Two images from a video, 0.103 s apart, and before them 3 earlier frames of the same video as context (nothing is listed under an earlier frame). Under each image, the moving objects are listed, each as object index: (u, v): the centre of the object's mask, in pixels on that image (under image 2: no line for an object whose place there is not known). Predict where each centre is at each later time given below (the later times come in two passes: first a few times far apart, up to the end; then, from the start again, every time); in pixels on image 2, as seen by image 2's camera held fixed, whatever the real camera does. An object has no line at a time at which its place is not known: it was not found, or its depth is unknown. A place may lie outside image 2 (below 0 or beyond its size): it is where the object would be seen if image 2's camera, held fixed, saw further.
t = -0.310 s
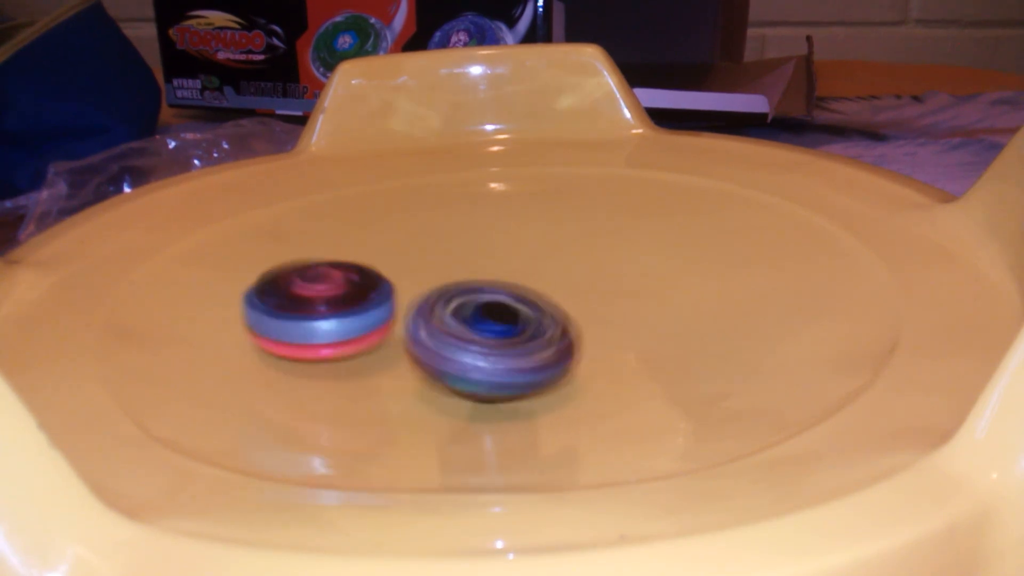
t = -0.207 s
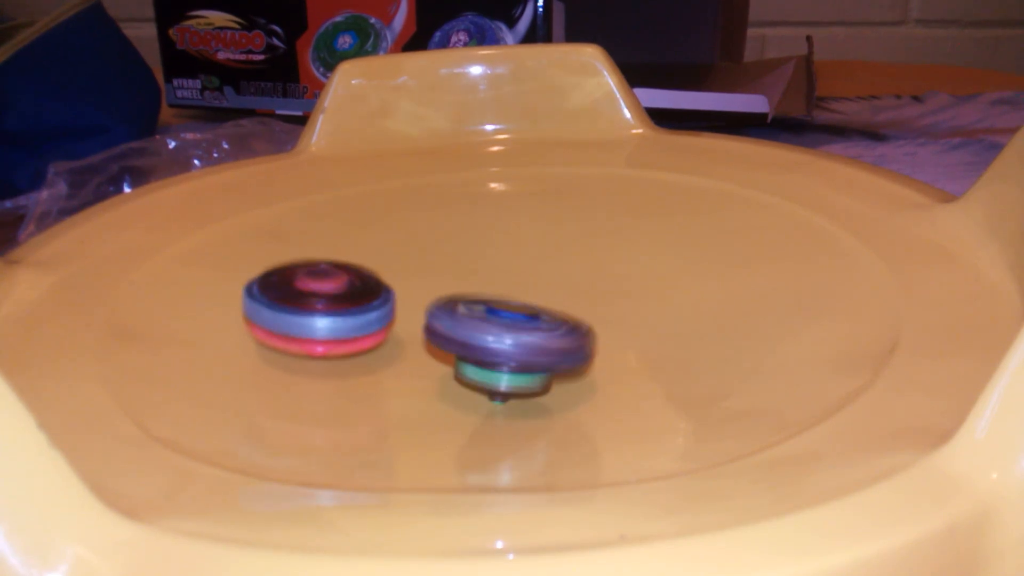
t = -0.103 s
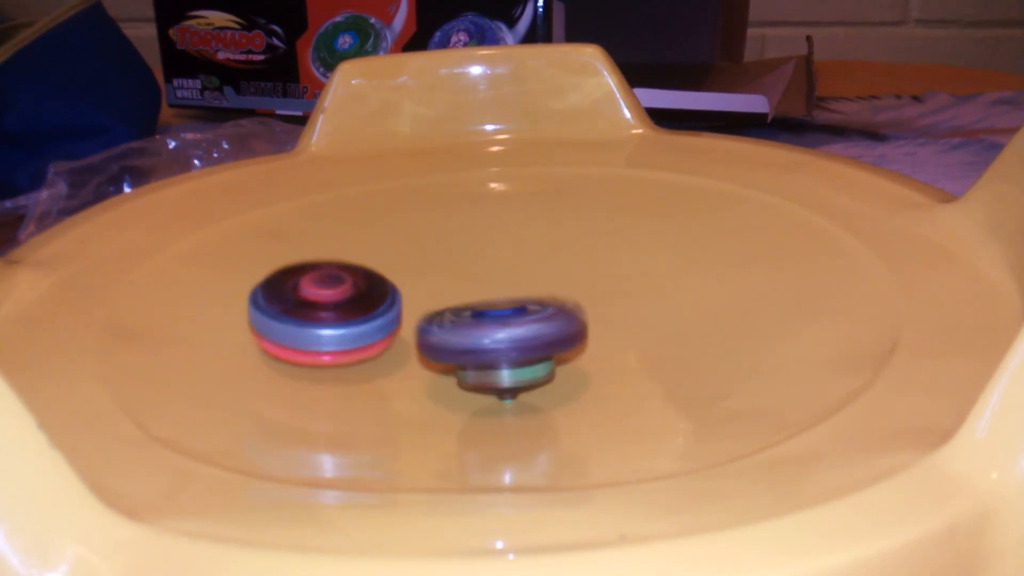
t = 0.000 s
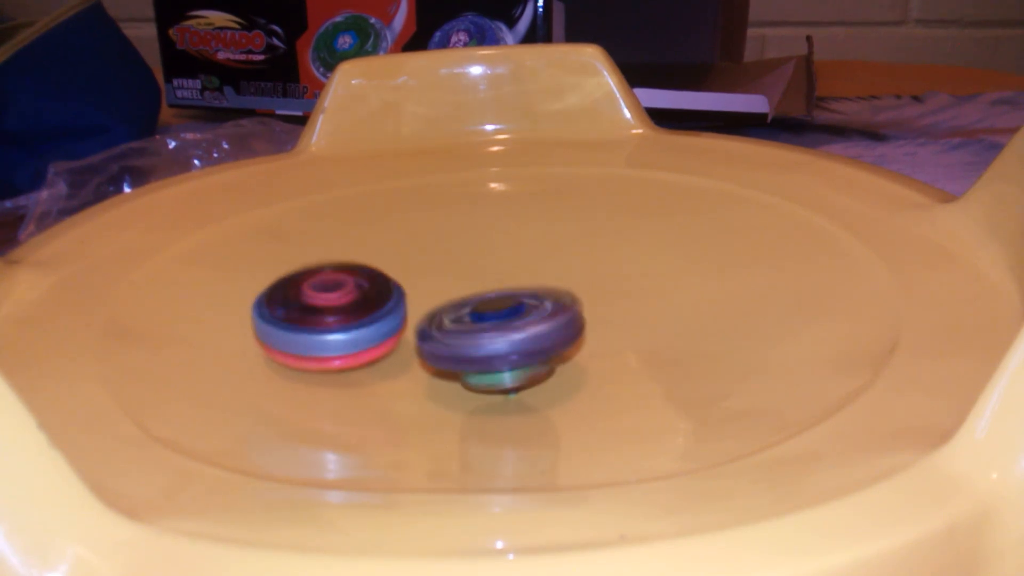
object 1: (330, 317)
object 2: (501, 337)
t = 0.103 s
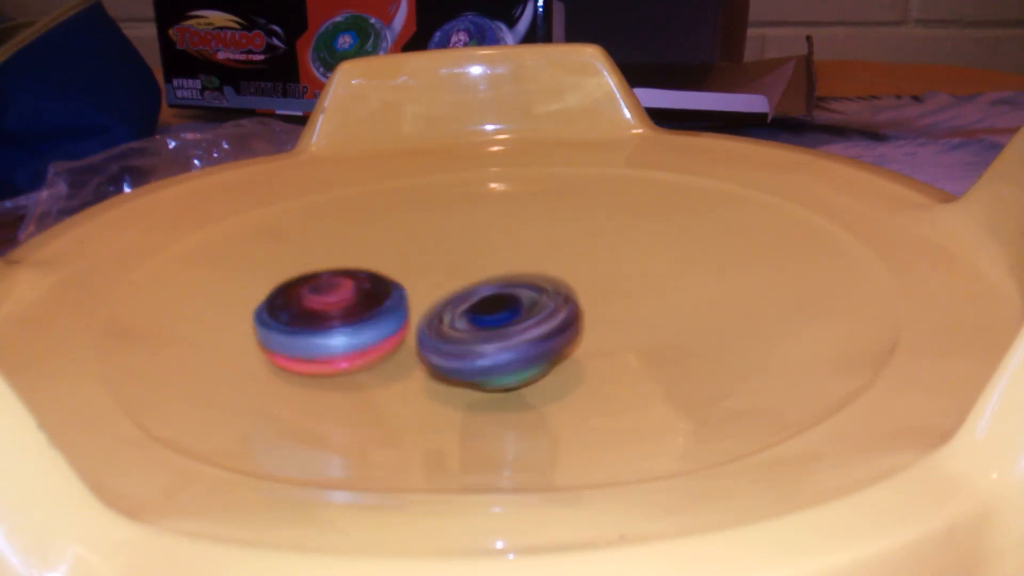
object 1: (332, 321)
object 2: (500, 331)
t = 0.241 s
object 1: (313, 322)
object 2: (506, 324)
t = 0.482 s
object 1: (295, 324)
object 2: (498, 317)
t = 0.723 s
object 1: (315, 329)
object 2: (479, 315)
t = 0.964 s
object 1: (313, 335)
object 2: (489, 316)
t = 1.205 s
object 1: (328, 339)
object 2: (489, 313)
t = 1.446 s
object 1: (329, 342)
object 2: (502, 303)
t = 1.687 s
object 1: (351, 349)
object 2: (488, 298)
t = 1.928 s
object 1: (353, 358)
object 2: (487, 288)
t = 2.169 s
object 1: (390, 357)
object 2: (477, 288)
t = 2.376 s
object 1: (427, 359)
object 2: (480, 282)
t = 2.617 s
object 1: (470, 364)
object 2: (476, 280)
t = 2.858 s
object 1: (487, 362)
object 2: (469, 283)
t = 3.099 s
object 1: (511, 356)
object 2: (461, 280)
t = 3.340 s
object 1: (559, 356)
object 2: (449, 281)
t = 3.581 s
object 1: (569, 348)
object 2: (466, 290)
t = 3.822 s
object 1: (578, 341)
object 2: (420, 280)
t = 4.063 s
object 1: (571, 332)
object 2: (440, 299)
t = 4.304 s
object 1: (564, 321)
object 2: (444, 294)
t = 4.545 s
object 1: (560, 315)
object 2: (425, 279)
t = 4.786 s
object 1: (565, 321)
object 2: (401, 280)
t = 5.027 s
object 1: (550, 312)
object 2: (410, 286)
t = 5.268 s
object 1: (563, 317)
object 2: (388, 310)
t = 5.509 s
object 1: (542, 321)
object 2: (398, 299)
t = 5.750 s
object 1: (526, 323)
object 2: (403, 283)
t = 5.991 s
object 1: (482, 333)
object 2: (392, 278)
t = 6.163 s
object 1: (478, 340)
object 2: (387, 276)
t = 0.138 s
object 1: (330, 320)
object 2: (503, 329)
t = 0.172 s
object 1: (333, 321)
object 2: (502, 328)
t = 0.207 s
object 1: (323, 322)
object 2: (501, 325)
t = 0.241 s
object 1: (313, 322)
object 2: (506, 324)
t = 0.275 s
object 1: (311, 322)
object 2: (504, 323)
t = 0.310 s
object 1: (313, 321)
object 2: (500, 321)
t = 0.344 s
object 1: (316, 323)
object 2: (495, 320)
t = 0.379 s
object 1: (318, 324)
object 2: (491, 319)
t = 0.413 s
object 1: (319, 325)
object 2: (486, 319)
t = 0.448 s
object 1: (305, 325)
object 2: (492, 318)
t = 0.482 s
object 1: (295, 324)
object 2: (498, 317)
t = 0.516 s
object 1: (295, 323)
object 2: (499, 316)
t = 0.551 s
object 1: (298, 324)
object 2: (497, 316)
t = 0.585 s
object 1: (302, 325)
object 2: (494, 315)
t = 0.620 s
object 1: (306, 325)
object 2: (491, 315)
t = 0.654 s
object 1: (309, 327)
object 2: (488, 316)
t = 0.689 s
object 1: (311, 329)
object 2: (483, 315)
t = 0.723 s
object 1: (315, 329)
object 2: (479, 315)
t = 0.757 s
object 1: (311, 330)
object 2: (483, 315)
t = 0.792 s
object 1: (307, 330)
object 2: (488, 315)
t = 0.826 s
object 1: (311, 329)
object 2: (487, 315)
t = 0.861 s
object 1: (316, 330)
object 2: (485, 314)
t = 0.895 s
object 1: (319, 332)
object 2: (483, 315)
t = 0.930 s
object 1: (321, 334)
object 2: (483, 316)
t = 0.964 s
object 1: (313, 335)
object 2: (489, 316)
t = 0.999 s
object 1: (312, 334)
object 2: (491, 315)
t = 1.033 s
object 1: (315, 335)
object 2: (491, 315)
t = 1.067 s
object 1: (318, 336)
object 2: (491, 314)
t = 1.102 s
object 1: (321, 337)
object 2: (492, 315)
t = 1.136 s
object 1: (322, 338)
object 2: (492, 314)
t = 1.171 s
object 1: (324, 338)
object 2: (491, 313)
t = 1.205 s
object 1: (328, 339)
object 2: (489, 313)
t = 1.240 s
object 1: (330, 341)
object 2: (488, 312)
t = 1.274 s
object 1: (326, 341)
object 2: (490, 311)
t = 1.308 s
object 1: (327, 341)
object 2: (489, 310)
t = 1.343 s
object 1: (333, 340)
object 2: (487, 309)
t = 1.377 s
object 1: (324, 343)
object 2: (501, 305)
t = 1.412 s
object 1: (325, 343)
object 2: (503, 303)
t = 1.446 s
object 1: (329, 342)
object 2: (502, 303)
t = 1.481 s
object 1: (335, 342)
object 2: (501, 302)
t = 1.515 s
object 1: (341, 343)
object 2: (499, 301)
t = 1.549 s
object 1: (344, 344)
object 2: (498, 301)
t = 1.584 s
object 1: (349, 345)
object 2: (494, 300)
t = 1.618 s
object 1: (353, 346)
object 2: (490, 300)
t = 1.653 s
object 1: (352, 348)
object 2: (489, 299)
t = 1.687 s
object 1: (351, 349)
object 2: (488, 298)
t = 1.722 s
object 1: (352, 349)
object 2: (485, 297)
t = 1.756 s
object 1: (359, 349)
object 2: (483, 296)
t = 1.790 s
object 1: (365, 350)
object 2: (482, 295)
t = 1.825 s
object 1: (357, 354)
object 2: (485, 294)
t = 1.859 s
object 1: (352, 357)
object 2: (488, 291)
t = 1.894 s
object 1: (351, 359)
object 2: (488, 290)
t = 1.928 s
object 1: (353, 358)
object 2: (487, 288)
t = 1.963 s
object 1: (359, 358)
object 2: (486, 288)
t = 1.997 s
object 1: (362, 358)
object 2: (485, 288)
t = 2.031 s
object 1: (367, 357)
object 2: (483, 288)
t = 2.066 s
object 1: (373, 357)
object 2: (481, 287)
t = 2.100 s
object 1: (380, 356)
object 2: (479, 287)
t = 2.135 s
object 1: (385, 356)
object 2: (478, 287)
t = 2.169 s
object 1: (390, 357)
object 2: (477, 288)
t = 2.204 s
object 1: (397, 356)
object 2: (478, 288)
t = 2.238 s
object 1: (403, 358)
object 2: (480, 287)
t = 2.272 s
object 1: (405, 359)
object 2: (479, 287)
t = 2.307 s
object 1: (412, 359)
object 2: (479, 286)
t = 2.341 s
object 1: (420, 359)
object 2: (478, 283)
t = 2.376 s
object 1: (427, 359)
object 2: (480, 282)
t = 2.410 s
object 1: (434, 359)
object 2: (482, 282)
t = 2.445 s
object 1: (440, 361)
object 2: (483, 281)
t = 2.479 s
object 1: (447, 360)
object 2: (482, 281)
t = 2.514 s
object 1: (459, 360)
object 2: (482, 280)
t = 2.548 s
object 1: (463, 361)
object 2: (480, 281)
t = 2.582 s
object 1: (469, 361)
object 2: (478, 281)
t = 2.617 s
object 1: (470, 364)
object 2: (476, 280)
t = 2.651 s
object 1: (470, 365)
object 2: (472, 281)
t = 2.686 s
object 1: (474, 364)
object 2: (469, 281)
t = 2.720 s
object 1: (477, 364)
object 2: (467, 280)
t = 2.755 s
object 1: (479, 364)
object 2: (467, 282)
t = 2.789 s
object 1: (481, 363)
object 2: (468, 282)
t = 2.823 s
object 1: (484, 362)
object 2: (468, 281)
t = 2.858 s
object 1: (487, 362)
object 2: (469, 283)
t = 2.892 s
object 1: (488, 361)
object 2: (470, 284)
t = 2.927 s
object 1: (492, 360)
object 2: (469, 283)
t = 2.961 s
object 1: (496, 359)
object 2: (469, 284)
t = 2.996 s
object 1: (500, 360)
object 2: (471, 284)
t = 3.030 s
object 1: (503, 359)
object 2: (468, 282)
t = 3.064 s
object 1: (507, 357)
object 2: (465, 281)
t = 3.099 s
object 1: (511, 356)
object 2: (461, 280)
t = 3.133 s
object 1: (515, 355)
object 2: (457, 281)
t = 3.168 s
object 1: (520, 354)
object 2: (456, 281)
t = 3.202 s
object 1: (523, 352)
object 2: (454, 281)
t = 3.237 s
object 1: (526, 351)
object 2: (453, 281)
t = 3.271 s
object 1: (540, 354)
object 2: (447, 282)
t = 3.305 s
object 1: (554, 356)
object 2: (450, 281)
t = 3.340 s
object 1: (559, 356)
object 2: (449, 281)
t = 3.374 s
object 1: (562, 356)
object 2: (448, 283)
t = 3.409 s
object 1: (565, 354)
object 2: (448, 284)
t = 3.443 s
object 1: (567, 352)
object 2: (451, 286)
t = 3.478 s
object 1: (567, 351)
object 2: (455, 288)
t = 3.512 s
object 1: (568, 350)
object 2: (460, 289)
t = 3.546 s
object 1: (570, 349)
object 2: (464, 291)
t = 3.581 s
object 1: (569, 348)
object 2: (466, 290)
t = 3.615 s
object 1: (568, 347)
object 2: (466, 290)
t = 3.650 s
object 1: (568, 346)
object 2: (465, 291)
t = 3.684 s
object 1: (560, 339)
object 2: (455, 288)
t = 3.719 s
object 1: (558, 336)
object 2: (448, 288)
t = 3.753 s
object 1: (565, 336)
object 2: (437, 287)
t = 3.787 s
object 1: (573, 337)
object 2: (431, 281)
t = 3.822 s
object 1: (578, 341)
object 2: (420, 280)
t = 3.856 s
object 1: (577, 338)
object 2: (416, 280)
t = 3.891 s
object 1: (574, 338)
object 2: (414, 282)
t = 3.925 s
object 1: (575, 336)
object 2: (416, 285)
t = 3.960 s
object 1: (574, 335)
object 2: (422, 289)
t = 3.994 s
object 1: (575, 334)
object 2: (428, 295)
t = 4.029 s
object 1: (576, 333)
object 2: (434, 297)
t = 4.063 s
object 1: (571, 332)
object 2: (440, 299)
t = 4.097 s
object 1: (571, 333)
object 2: (444, 300)
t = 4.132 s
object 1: (575, 331)
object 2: (447, 299)
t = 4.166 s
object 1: (569, 330)
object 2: (448, 297)
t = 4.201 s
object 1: (567, 328)
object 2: (449, 297)
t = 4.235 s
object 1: (564, 325)
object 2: (450, 298)
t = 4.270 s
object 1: (562, 323)
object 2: (448, 298)
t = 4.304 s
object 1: (564, 321)
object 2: (444, 294)
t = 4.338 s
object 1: (567, 321)
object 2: (438, 289)
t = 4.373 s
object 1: (569, 322)
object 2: (433, 284)
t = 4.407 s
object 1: (565, 319)
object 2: (429, 282)
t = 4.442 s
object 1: (563, 319)
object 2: (428, 280)
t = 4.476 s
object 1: (562, 317)
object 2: (426, 278)
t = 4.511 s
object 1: (559, 316)
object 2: (426, 278)
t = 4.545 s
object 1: (560, 315)
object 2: (425, 279)
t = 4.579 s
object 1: (557, 314)
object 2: (425, 281)
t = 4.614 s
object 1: (553, 314)
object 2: (425, 281)
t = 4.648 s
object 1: (553, 317)
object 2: (419, 280)
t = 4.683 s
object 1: (564, 317)
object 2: (410, 280)
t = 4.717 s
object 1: (570, 319)
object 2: (404, 278)
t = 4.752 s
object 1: (567, 322)
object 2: (403, 279)
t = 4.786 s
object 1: (565, 321)
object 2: (401, 280)
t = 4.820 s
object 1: (560, 322)
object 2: (405, 281)
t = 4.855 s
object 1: (554, 319)
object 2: (414, 280)
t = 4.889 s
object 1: (554, 318)
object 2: (419, 279)
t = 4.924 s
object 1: (551, 315)
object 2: (418, 279)
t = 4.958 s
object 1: (547, 312)
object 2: (417, 280)
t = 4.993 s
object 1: (545, 312)
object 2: (413, 282)
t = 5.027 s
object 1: (550, 312)
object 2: (410, 286)
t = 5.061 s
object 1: (547, 314)
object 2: (410, 288)
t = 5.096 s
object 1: (545, 312)
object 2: (412, 292)
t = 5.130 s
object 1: (549, 314)
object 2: (408, 296)
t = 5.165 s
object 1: (552, 313)
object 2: (402, 301)
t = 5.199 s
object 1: (552, 315)
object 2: (399, 307)
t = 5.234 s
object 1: (559, 318)
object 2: (392, 310)
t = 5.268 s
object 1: (563, 317)
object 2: (388, 310)
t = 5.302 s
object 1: (559, 319)
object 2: (390, 311)
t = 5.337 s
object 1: (554, 320)
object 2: (396, 312)
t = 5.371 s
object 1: (543, 319)
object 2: (402, 313)
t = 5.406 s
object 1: (542, 320)
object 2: (405, 314)
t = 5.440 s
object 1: (539, 322)
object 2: (409, 310)
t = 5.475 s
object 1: (535, 322)
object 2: (408, 305)
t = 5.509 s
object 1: (542, 321)
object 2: (398, 299)
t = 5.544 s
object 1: (550, 319)
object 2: (392, 295)
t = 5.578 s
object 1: (551, 317)
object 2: (393, 292)
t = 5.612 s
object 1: (549, 316)
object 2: (399, 289)
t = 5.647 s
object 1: (543, 317)
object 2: (405, 287)
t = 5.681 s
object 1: (535, 317)
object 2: (407, 286)
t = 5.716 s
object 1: (532, 319)
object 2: (406, 284)
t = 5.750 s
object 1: (526, 323)
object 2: (403, 283)
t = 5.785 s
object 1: (519, 326)
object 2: (402, 282)
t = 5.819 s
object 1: (512, 326)
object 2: (400, 281)
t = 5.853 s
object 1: (502, 327)
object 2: (397, 278)
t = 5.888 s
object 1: (495, 328)
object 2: (394, 277)
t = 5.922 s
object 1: (489, 330)
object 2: (391, 277)
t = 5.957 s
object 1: (485, 332)
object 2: (391, 277)
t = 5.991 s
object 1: (482, 333)
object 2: (392, 278)
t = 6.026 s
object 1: (472, 337)
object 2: (389, 275)
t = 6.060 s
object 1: (474, 338)
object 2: (387, 275)
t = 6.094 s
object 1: (475, 339)
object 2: (387, 275)
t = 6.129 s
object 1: (477, 339)
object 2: (386, 275)
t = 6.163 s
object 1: (478, 340)
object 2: (387, 276)
